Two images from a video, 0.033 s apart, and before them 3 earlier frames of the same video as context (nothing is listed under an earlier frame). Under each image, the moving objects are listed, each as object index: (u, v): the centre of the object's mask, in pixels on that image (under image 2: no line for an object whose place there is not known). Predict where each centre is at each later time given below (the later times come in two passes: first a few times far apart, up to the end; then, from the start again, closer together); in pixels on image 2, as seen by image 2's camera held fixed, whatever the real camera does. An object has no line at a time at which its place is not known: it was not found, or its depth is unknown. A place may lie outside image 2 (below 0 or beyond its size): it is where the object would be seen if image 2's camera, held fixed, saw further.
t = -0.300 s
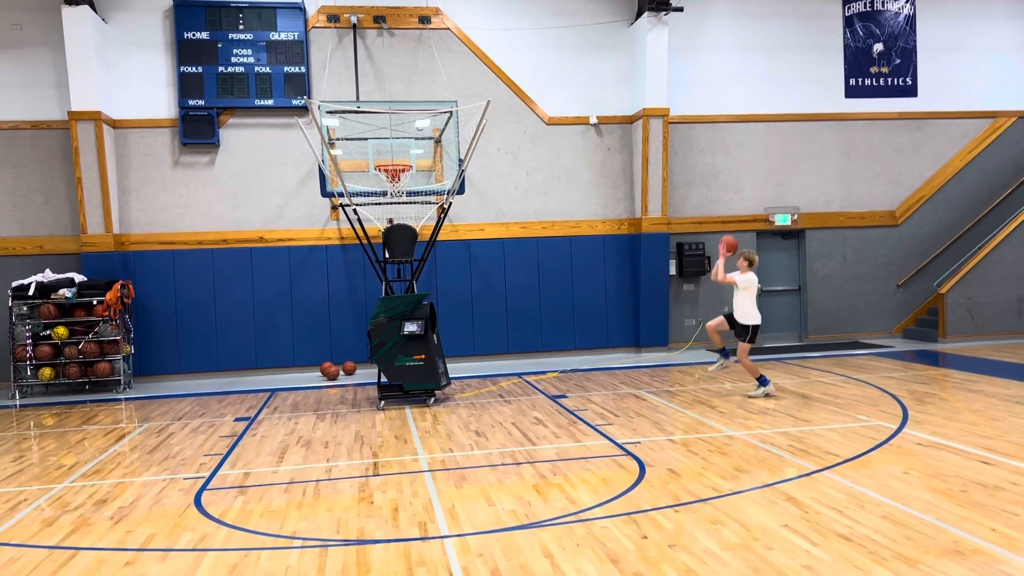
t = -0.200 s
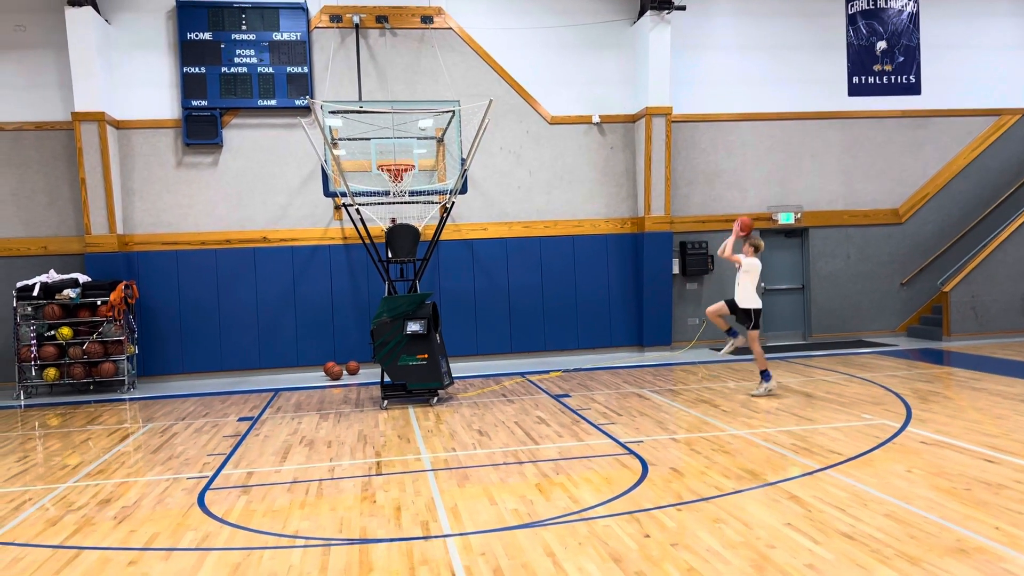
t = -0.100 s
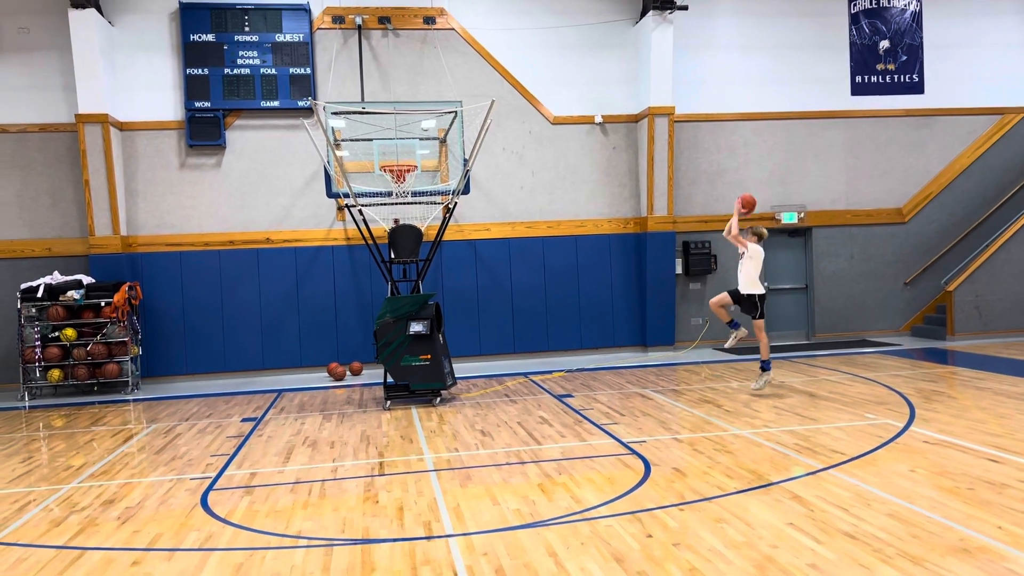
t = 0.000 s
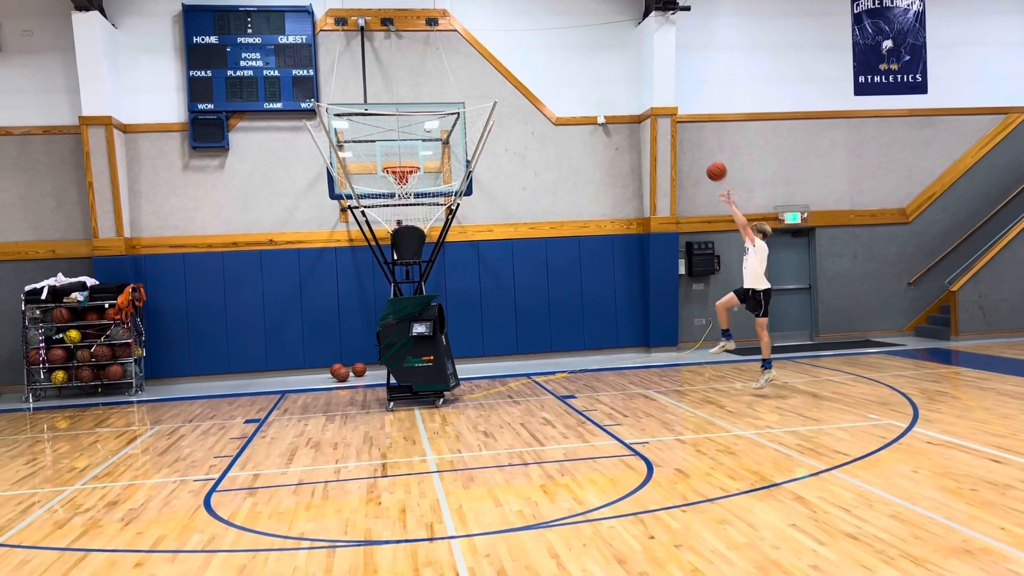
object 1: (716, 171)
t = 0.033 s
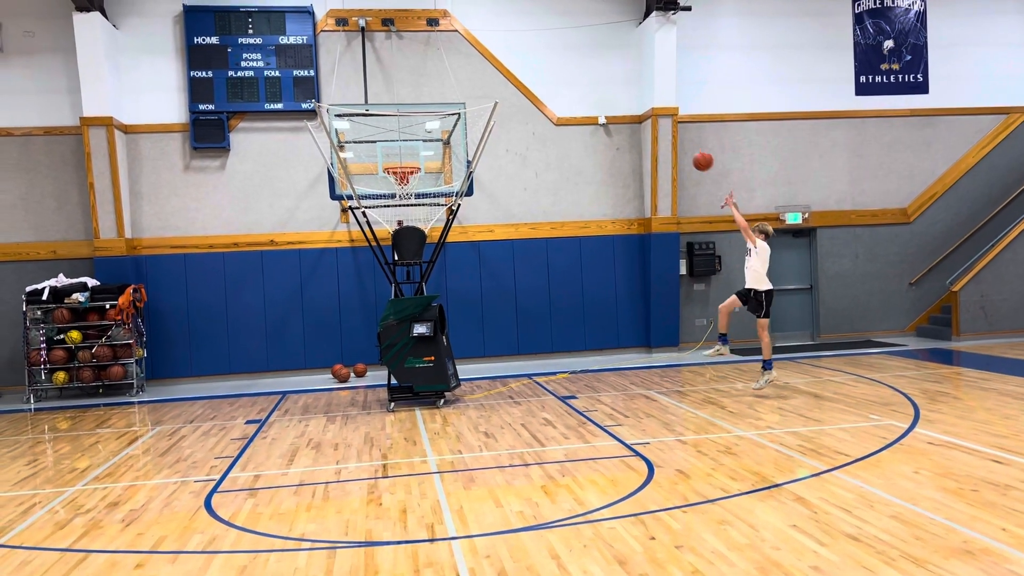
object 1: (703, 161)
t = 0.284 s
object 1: (600, 116)
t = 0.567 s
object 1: (496, 126)
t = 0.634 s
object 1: (475, 135)
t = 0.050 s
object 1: (696, 156)
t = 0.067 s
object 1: (688, 152)
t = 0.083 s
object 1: (681, 148)
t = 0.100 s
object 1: (674, 144)
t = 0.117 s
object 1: (667, 140)
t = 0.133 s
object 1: (660, 136)
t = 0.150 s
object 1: (653, 134)
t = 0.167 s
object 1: (646, 131)
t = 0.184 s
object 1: (639, 128)
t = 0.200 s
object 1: (632, 125)
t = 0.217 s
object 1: (626, 123)
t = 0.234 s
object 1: (619, 121)
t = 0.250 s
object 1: (613, 119)
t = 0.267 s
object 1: (606, 118)
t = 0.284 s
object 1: (600, 116)
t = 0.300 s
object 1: (593, 115)
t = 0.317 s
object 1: (586, 114)
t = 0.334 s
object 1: (580, 113)
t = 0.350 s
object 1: (574, 113)
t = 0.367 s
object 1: (568, 112)
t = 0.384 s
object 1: (561, 112)
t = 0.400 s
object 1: (555, 112)
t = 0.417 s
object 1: (549, 113)
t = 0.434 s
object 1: (543, 113)
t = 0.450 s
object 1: (537, 114)
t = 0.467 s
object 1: (531, 115)
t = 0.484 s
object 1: (525, 116)
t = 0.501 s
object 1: (519, 117)
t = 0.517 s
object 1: (513, 119)
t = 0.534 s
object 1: (507, 121)
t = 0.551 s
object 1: (501, 123)
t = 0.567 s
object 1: (496, 126)
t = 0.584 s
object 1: (491, 128)
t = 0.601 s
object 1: (485, 130)
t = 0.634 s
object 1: (475, 135)
